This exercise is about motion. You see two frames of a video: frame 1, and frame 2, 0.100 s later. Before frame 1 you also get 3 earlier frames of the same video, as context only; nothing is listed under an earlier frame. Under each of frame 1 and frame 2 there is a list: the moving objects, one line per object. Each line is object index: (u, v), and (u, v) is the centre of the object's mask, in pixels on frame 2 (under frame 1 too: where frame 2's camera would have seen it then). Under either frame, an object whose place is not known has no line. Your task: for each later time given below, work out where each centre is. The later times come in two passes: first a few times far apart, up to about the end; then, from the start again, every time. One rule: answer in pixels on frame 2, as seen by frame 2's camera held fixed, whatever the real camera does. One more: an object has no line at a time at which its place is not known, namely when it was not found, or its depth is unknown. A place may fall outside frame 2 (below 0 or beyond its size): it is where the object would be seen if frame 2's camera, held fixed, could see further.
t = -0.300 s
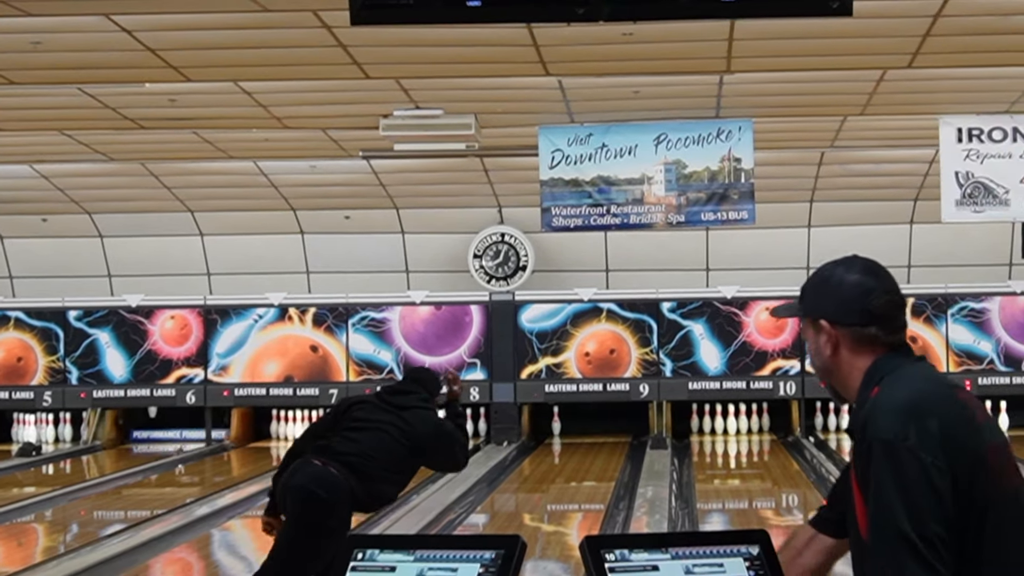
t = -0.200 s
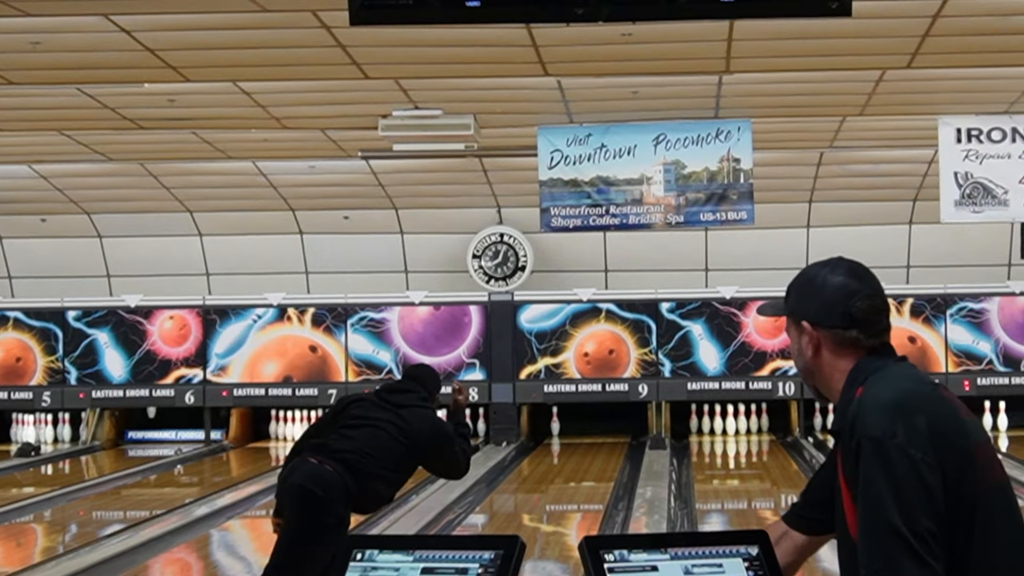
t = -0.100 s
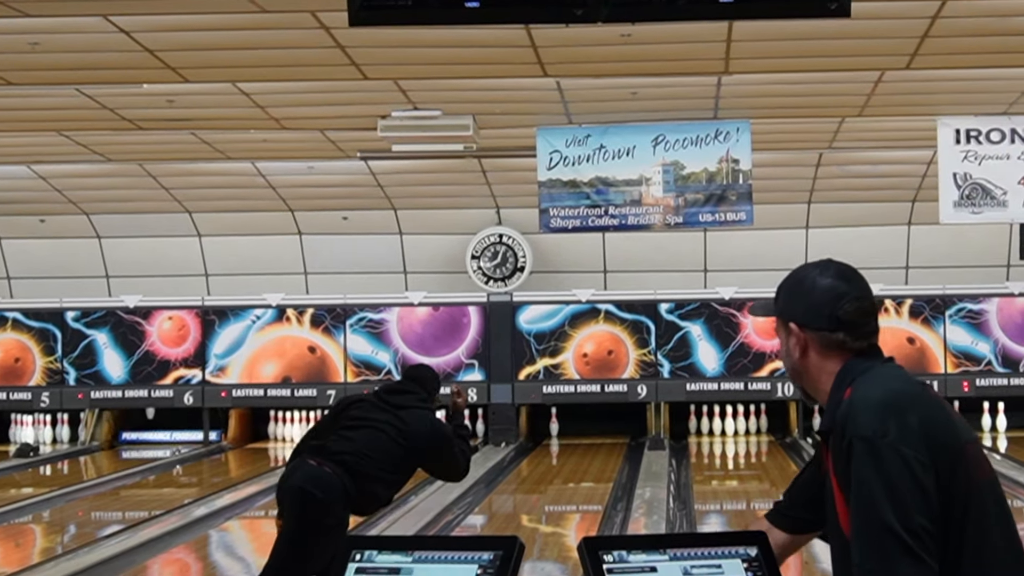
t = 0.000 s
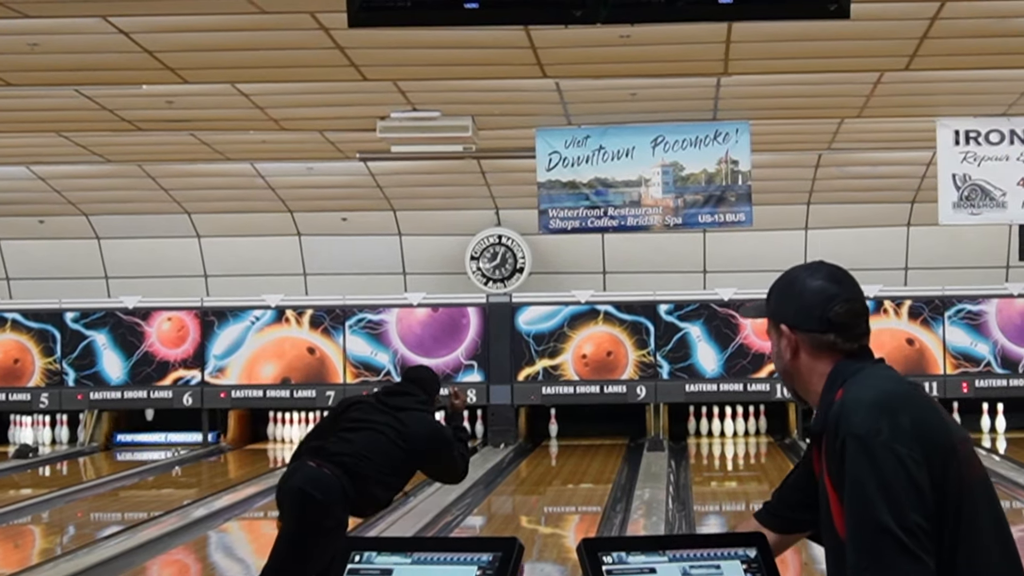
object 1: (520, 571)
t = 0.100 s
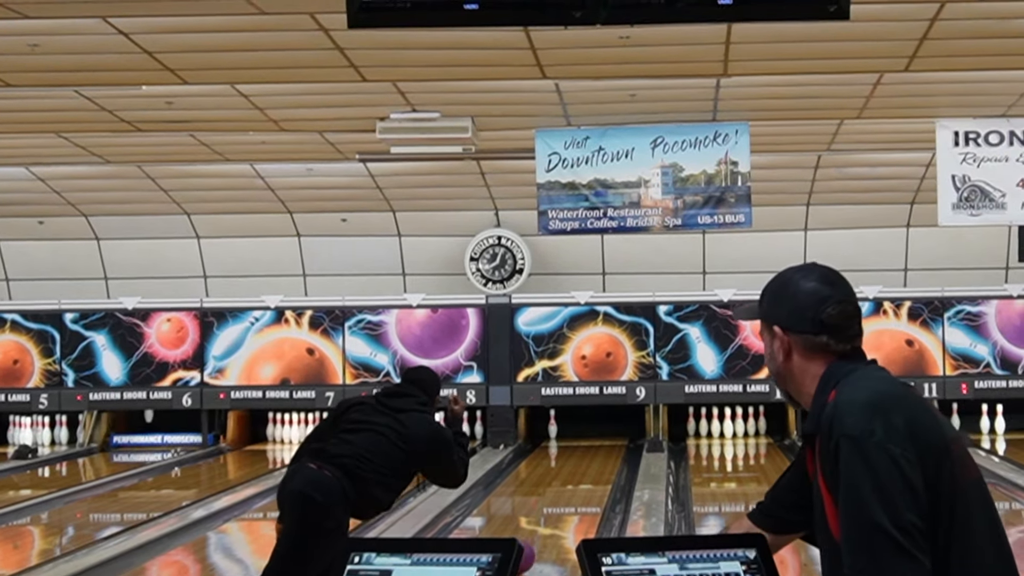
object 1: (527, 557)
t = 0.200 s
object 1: (531, 543)
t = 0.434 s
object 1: (550, 519)
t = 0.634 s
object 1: (565, 502)
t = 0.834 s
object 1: (576, 488)
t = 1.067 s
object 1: (587, 474)
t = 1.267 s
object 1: (593, 464)
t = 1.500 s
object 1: (596, 453)
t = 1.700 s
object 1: (595, 447)
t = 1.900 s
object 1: (589, 441)
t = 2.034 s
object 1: (580, 436)
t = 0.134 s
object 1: (528, 551)
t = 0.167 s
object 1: (530, 547)
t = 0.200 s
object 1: (531, 543)
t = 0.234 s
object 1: (533, 540)
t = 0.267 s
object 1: (536, 536)
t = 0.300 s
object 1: (539, 533)
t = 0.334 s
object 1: (542, 529)
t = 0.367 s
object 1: (545, 526)
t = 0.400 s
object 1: (547, 523)
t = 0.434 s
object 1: (550, 519)
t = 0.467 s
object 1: (553, 517)
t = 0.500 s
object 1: (555, 513)
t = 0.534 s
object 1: (558, 511)
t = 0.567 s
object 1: (560, 508)
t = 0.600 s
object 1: (562, 505)
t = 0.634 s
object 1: (565, 502)
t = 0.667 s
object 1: (567, 500)
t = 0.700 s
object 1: (569, 497)
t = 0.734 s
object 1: (571, 495)
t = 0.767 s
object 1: (573, 492)
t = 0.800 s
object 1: (574, 490)
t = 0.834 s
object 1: (576, 488)
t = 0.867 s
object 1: (578, 485)
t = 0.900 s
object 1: (580, 483)
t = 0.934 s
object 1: (581, 482)
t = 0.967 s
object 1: (583, 480)
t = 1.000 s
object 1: (584, 477)
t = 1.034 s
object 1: (585, 475)
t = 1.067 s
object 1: (587, 474)
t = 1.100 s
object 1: (588, 472)
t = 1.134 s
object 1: (589, 470)
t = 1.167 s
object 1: (590, 468)
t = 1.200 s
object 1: (591, 467)
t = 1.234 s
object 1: (592, 465)
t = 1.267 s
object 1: (593, 464)
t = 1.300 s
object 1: (594, 462)
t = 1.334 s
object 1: (594, 460)
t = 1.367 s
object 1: (595, 459)
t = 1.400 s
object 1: (596, 458)
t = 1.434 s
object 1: (596, 456)
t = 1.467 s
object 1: (596, 455)
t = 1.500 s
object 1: (596, 453)
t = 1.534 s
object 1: (596, 452)
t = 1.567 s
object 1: (596, 451)
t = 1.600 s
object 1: (596, 450)
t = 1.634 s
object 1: (595, 449)
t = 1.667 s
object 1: (595, 448)
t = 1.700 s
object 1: (595, 447)
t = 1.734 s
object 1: (594, 445)
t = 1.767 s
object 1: (593, 444)
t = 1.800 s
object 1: (592, 443)
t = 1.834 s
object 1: (591, 442)
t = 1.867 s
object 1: (590, 441)
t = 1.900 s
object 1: (589, 441)
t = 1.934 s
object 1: (588, 440)
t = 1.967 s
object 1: (586, 439)
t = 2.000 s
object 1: (585, 438)
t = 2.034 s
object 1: (580, 436)
